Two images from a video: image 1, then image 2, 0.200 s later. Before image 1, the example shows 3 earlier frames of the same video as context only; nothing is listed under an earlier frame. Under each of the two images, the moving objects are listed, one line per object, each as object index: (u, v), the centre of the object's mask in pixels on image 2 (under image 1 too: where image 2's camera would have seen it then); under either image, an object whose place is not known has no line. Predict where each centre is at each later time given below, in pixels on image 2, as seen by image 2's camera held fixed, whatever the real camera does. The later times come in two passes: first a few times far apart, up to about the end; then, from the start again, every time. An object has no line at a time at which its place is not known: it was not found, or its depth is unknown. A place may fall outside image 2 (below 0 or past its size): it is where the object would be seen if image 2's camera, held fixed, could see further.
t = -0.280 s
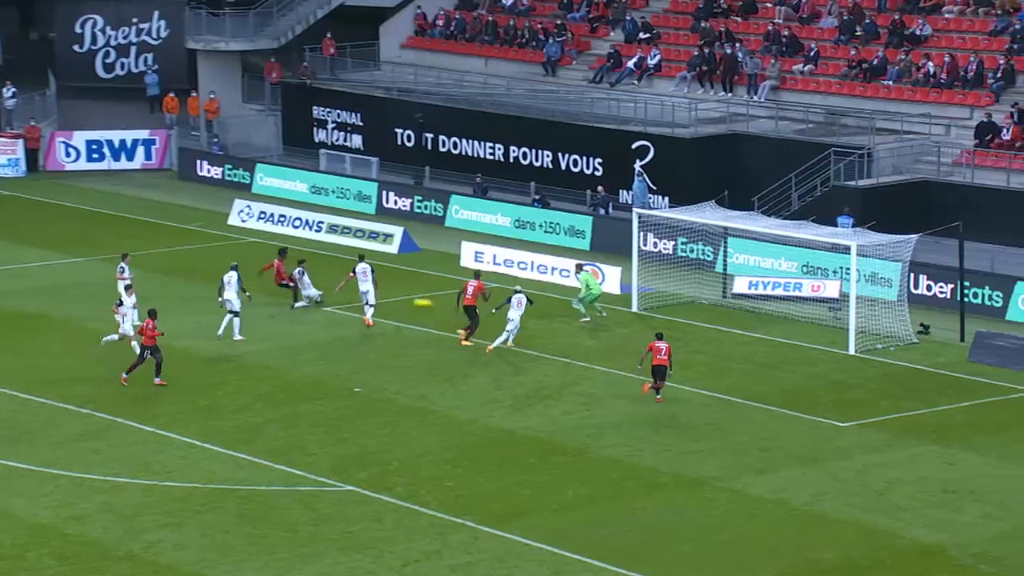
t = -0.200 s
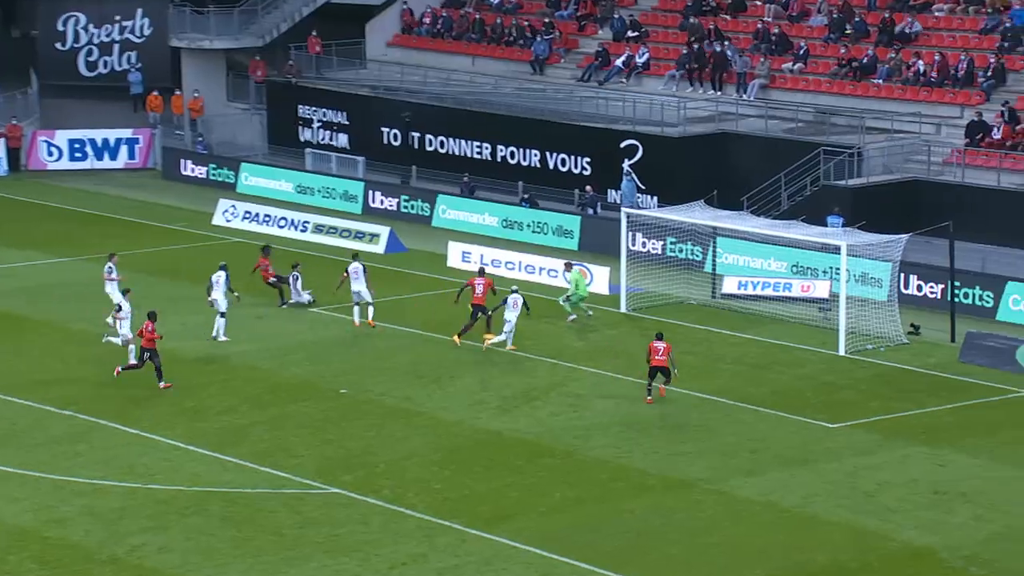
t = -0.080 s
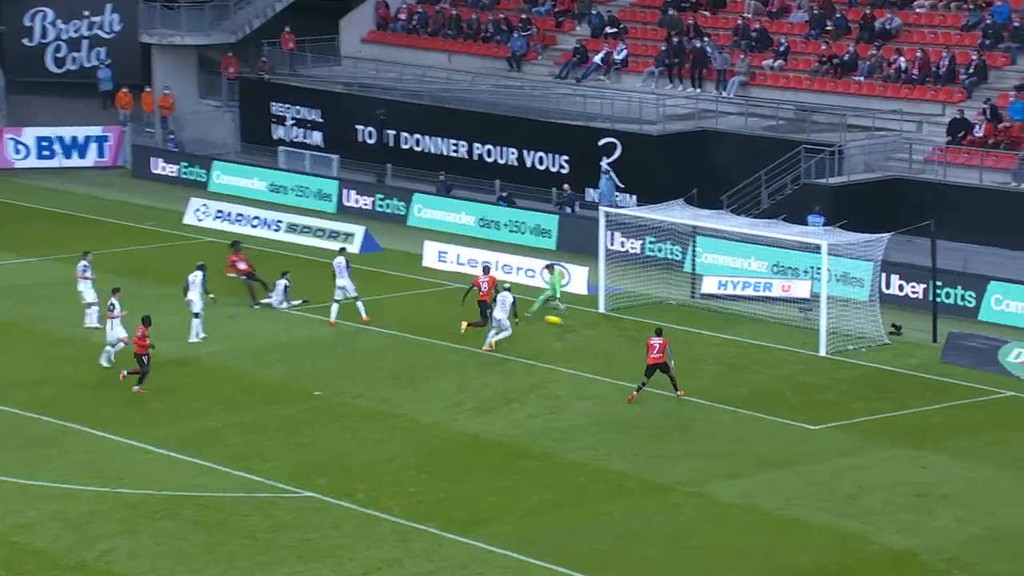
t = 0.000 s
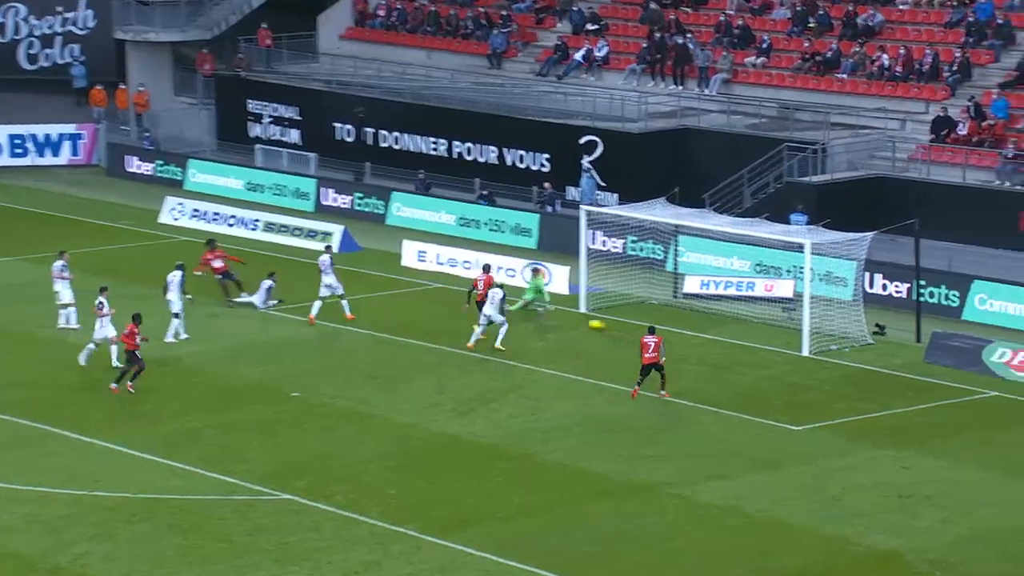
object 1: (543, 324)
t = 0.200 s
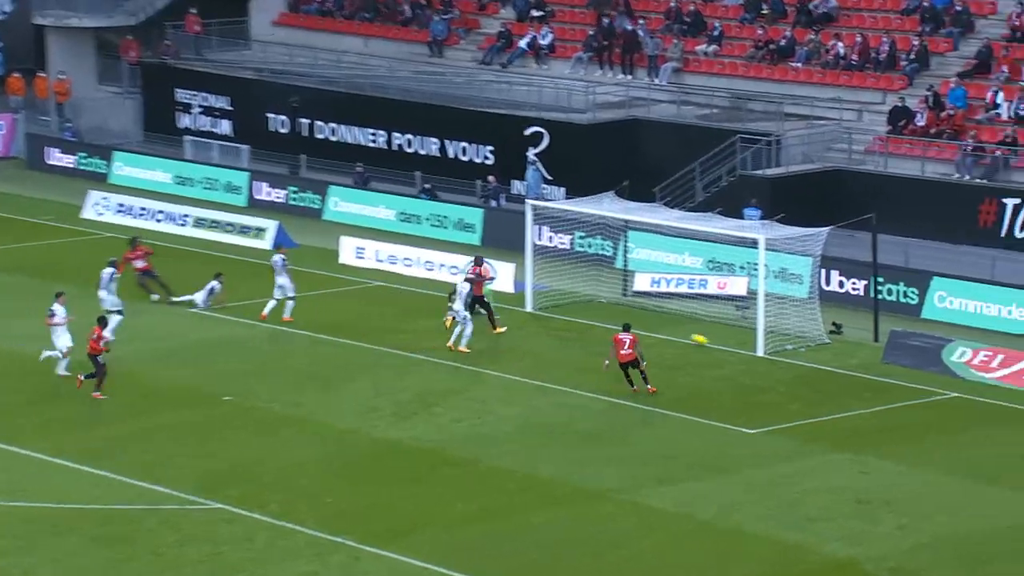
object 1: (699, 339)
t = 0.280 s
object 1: (753, 347)
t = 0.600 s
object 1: (790, 335)
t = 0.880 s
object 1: (797, 331)
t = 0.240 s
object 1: (729, 345)
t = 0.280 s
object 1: (753, 347)
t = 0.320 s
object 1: (779, 348)
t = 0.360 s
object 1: (783, 347)
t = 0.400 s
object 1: (785, 345)
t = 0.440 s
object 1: (787, 342)
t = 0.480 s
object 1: (788, 340)
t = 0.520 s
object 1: (789, 337)
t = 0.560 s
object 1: (789, 336)
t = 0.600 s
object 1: (790, 335)
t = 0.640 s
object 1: (790, 335)
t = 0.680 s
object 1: (791, 335)
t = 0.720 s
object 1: (792, 337)
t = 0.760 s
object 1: (792, 336)
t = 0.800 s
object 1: (794, 334)
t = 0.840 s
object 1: (795, 332)
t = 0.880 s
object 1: (797, 331)
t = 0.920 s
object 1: (798, 330)
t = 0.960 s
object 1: (799, 331)
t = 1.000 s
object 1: (800, 328)
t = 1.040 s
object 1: (800, 326)
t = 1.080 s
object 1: (799, 324)
